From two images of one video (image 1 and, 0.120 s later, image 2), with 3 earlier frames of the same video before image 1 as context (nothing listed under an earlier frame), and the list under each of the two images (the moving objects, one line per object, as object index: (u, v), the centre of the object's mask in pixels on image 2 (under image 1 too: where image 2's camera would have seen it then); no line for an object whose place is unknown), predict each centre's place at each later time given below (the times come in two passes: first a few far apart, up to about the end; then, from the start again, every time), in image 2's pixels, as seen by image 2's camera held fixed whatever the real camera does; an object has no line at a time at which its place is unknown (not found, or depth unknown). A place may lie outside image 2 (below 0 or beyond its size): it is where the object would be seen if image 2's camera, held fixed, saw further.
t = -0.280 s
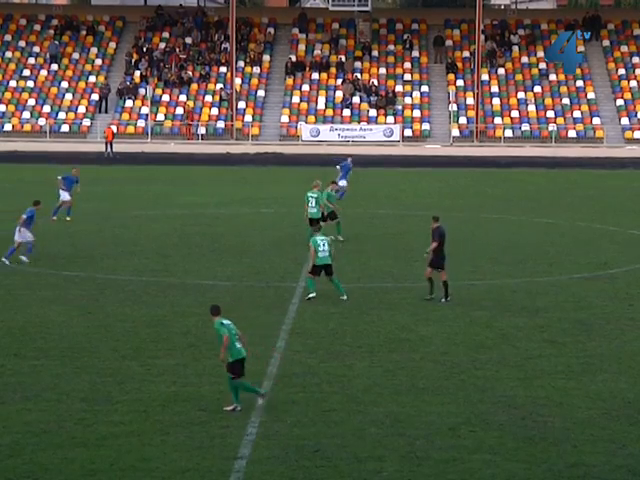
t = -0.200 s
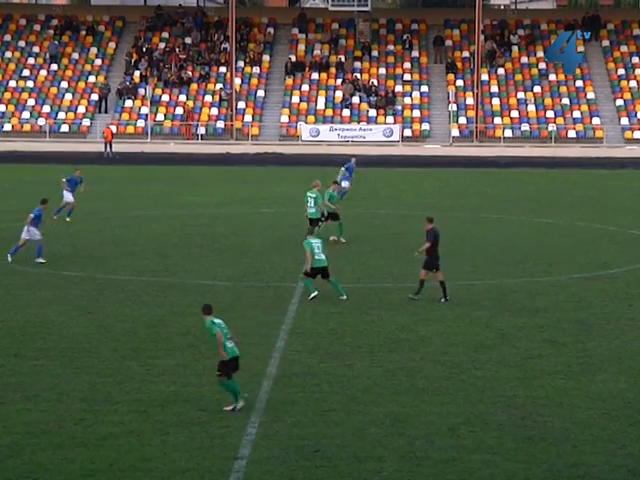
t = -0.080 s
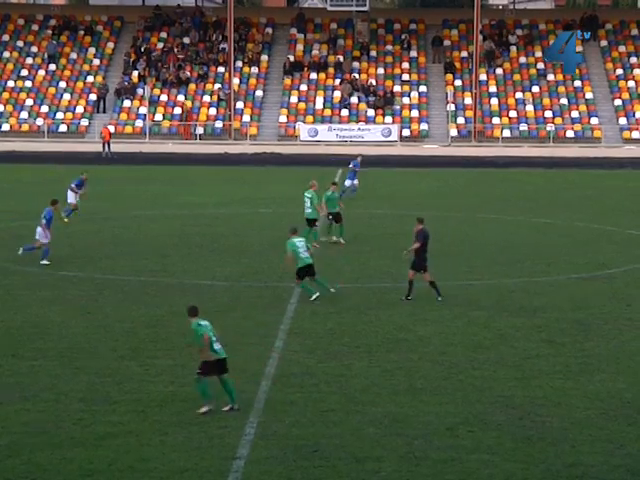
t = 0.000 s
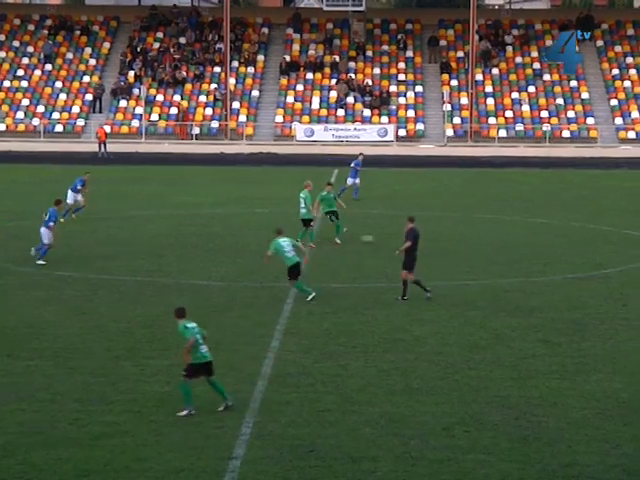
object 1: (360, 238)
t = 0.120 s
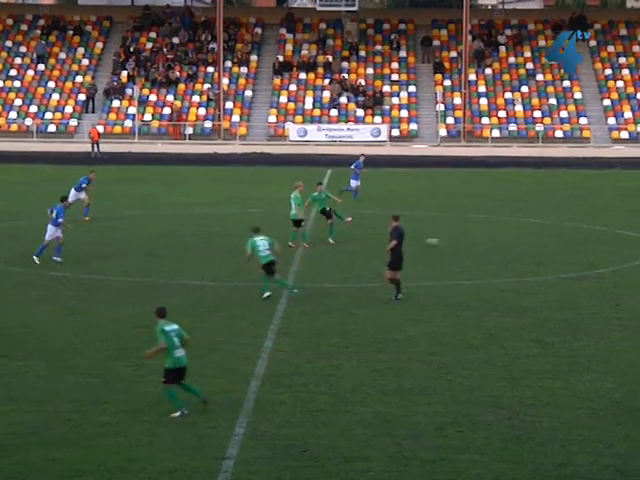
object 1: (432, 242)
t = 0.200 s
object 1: (480, 247)
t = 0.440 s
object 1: (613, 249)
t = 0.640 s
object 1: (721, 261)
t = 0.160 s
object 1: (456, 244)
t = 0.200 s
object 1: (480, 247)
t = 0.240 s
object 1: (505, 250)
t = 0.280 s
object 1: (527, 249)
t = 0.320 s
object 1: (548, 248)
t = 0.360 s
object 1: (570, 247)
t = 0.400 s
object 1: (591, 248)
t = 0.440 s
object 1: (613, 249)
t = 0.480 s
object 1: (636, 251)
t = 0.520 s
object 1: (658, 254)
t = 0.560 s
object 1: (680, 258)
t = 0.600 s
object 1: (702, 262)
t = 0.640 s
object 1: (721, 261)
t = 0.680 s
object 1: (740, 262)
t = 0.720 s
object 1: (760, 261)
